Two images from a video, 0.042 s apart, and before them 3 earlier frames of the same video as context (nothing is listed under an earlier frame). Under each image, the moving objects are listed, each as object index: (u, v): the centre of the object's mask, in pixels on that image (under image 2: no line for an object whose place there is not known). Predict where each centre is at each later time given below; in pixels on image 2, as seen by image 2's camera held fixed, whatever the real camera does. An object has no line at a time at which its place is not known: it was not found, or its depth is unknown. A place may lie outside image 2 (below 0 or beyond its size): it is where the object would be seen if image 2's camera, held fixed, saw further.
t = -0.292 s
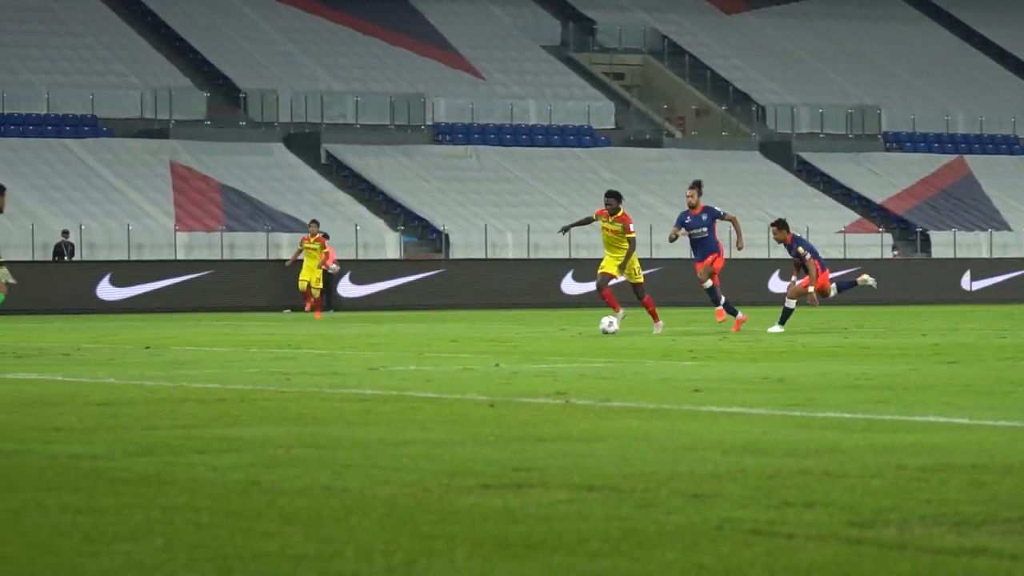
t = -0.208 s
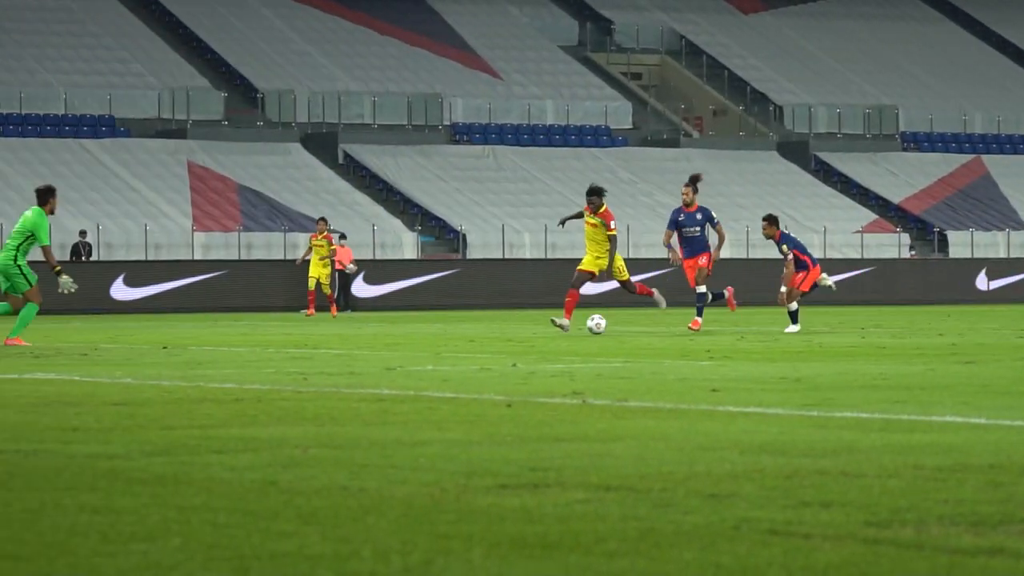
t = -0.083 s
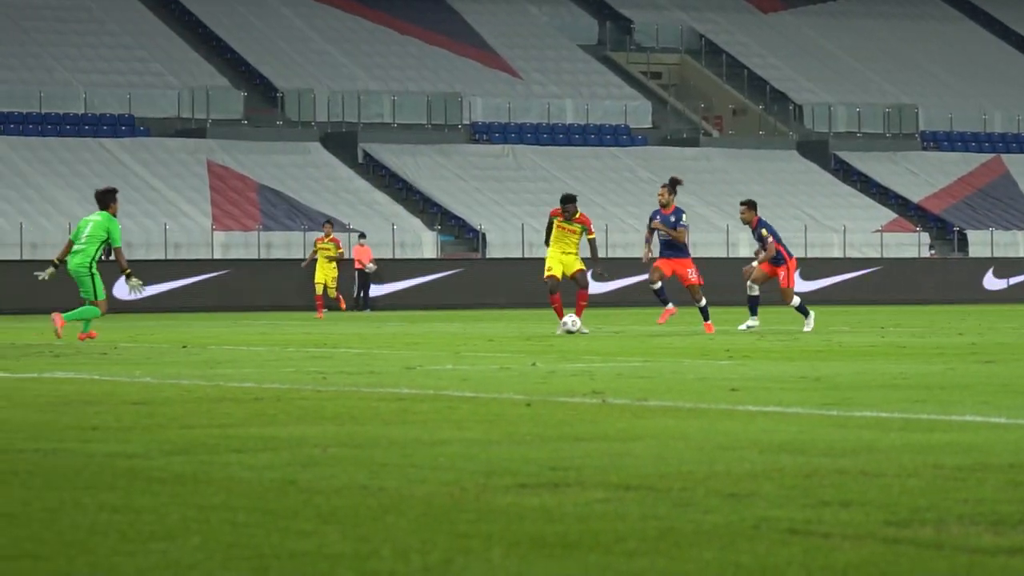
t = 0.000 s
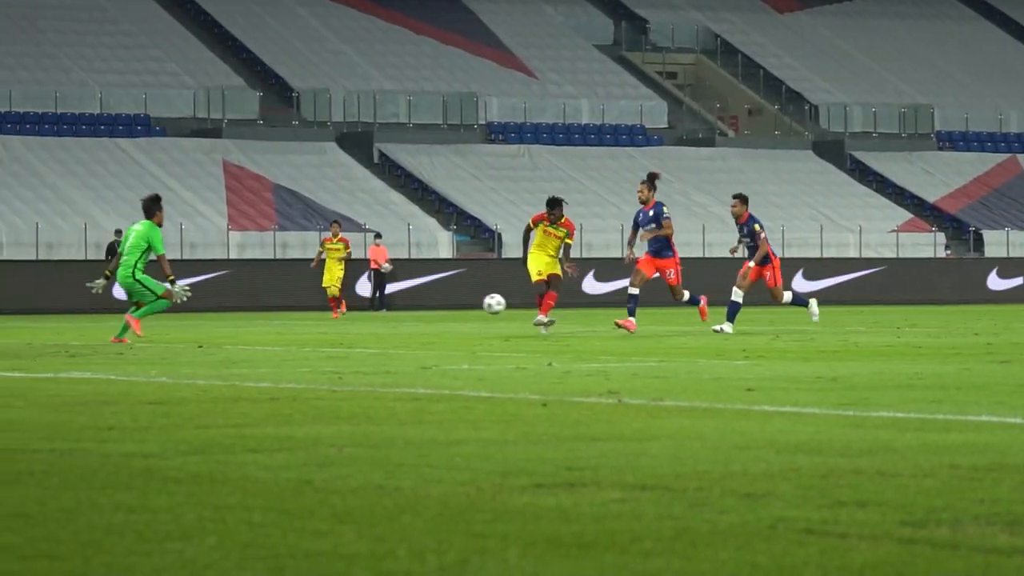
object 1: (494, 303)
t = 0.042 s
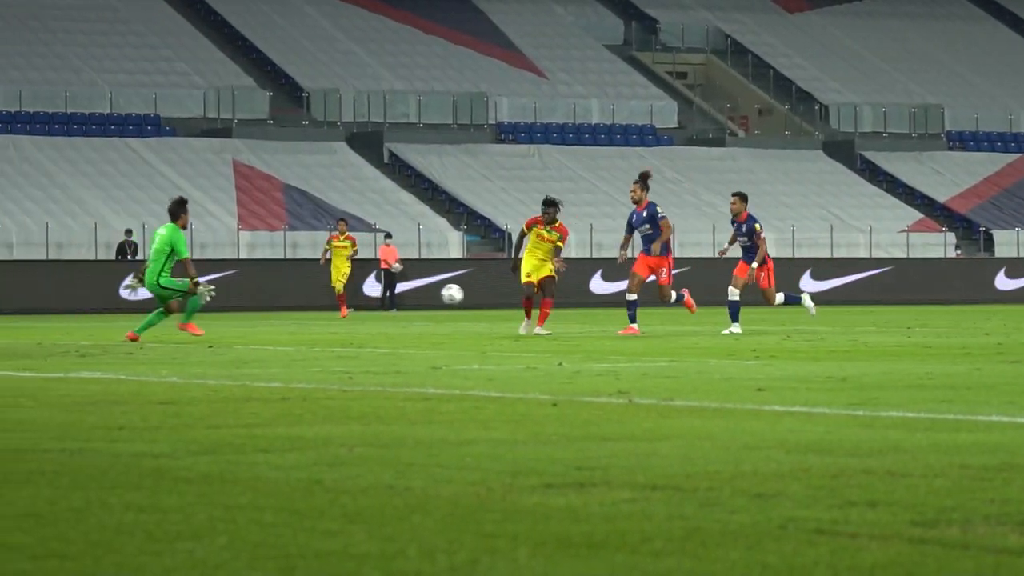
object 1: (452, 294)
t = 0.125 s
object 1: (344, 281)
